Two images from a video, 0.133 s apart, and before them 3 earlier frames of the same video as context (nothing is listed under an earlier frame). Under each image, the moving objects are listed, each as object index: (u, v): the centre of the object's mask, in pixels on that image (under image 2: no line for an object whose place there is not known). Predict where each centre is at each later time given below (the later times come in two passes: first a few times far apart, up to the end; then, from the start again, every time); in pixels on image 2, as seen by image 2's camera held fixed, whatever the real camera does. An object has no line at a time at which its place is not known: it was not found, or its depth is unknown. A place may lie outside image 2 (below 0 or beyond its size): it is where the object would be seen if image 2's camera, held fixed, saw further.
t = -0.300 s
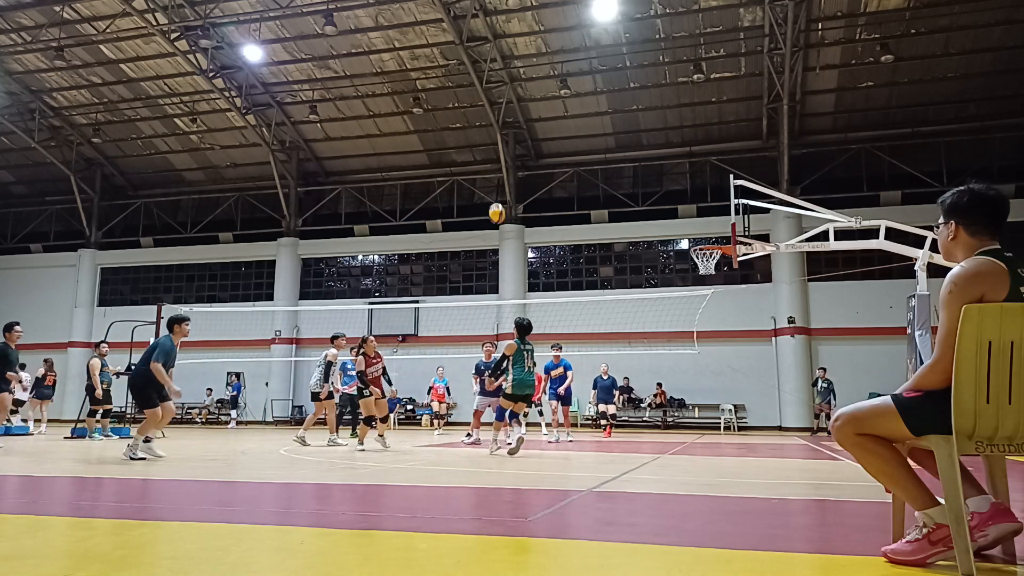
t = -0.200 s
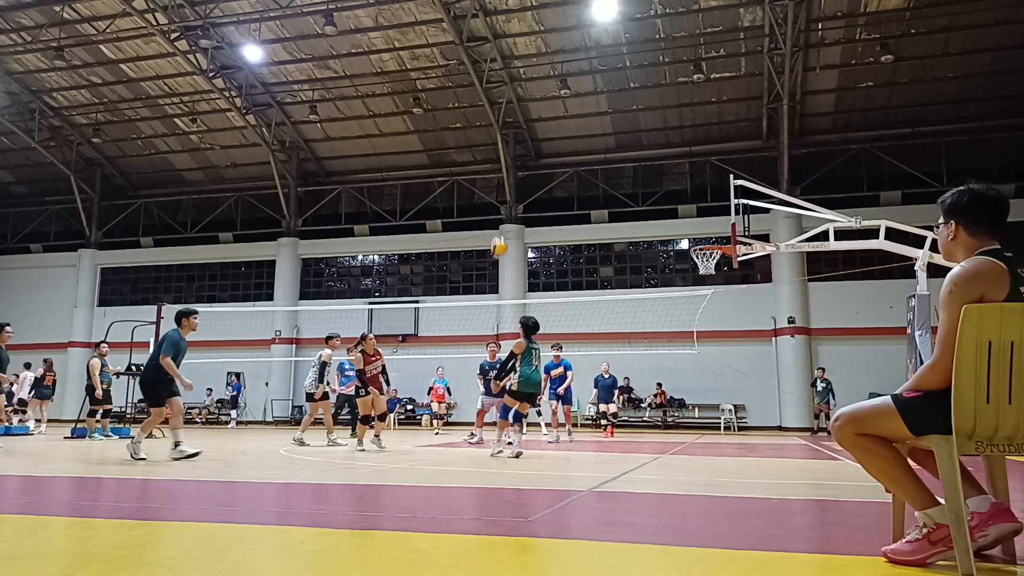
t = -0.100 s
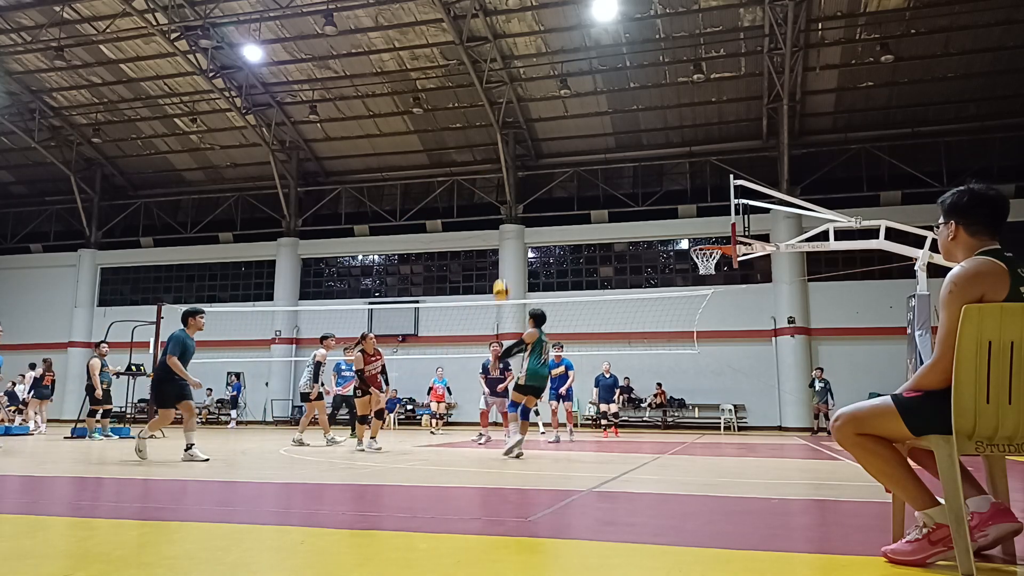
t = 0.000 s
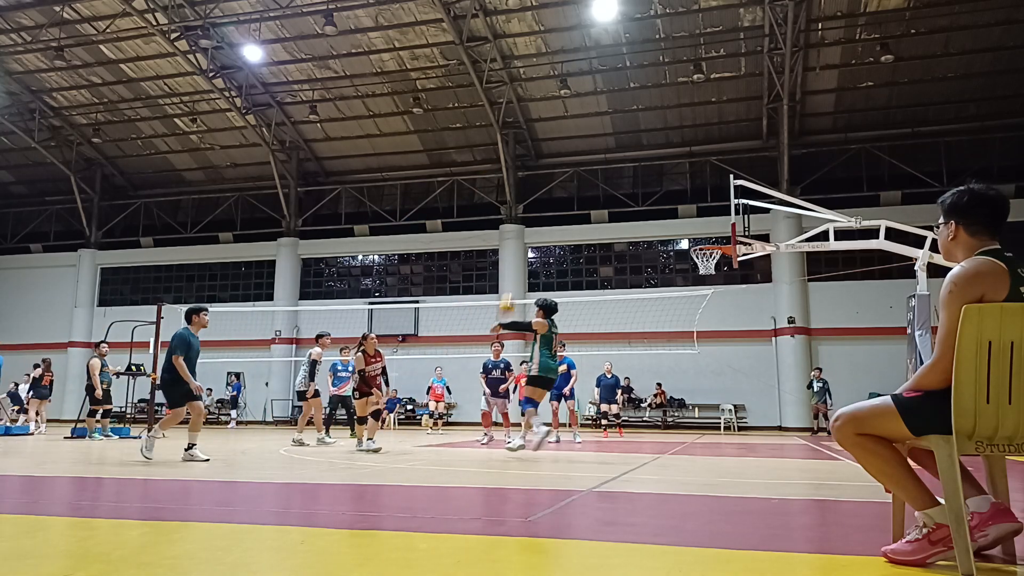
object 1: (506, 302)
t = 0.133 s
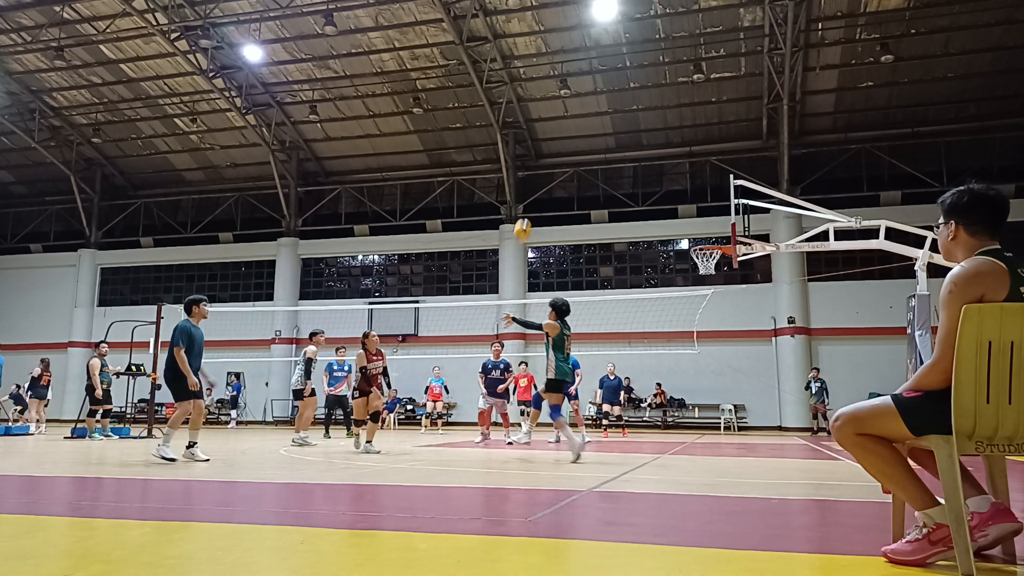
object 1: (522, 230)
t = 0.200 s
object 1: (529, 201)
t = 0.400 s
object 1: (548, 136)
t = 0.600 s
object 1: (564, 106)
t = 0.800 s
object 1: (578, 103)
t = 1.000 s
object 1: (591, 127)
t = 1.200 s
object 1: (603, 173)
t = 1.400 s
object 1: (615, 241)
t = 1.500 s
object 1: (621, 281)
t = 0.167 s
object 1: (526, 215)
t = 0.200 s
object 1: (529, 201)
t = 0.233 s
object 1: (533, 187)
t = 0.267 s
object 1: (536, 175)
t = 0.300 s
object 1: (540, 163)
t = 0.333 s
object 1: (543, 153)
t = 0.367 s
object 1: (546, 144)
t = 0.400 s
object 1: (548, 136)
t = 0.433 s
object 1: (551, 128)
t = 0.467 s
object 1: (554, 122)
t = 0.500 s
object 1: (557, 117)
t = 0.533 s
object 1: (559, 112)
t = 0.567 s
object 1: (562, 108)
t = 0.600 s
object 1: (564, 106)
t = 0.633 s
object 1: (567, 104)
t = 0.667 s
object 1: (569, 102)
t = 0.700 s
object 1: (571, 101)
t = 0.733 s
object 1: (573, 101)
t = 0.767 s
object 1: (576, 102)
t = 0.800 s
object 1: (578, 103)
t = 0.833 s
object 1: (581, 106)
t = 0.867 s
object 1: (583, 108)
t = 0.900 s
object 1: (585, 112)
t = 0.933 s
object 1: (587, 116)
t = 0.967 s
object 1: (589, 121)
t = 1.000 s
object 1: (591, 127)
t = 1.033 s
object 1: (593, 133)
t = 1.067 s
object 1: (595, 140)
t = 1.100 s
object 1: (597, 147)
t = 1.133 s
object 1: (599, 155)
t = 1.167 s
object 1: (601, 164)
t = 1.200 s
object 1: (603, 173)
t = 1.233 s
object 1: (605, 183)
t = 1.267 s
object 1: (607, 193)
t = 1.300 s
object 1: (609, 204)
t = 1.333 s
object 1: (611, 215)
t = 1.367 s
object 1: (613, 227)
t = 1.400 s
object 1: (615, 241)
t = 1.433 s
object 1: (617, 254)
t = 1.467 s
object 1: (619, 268)
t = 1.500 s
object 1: (621, 281)
